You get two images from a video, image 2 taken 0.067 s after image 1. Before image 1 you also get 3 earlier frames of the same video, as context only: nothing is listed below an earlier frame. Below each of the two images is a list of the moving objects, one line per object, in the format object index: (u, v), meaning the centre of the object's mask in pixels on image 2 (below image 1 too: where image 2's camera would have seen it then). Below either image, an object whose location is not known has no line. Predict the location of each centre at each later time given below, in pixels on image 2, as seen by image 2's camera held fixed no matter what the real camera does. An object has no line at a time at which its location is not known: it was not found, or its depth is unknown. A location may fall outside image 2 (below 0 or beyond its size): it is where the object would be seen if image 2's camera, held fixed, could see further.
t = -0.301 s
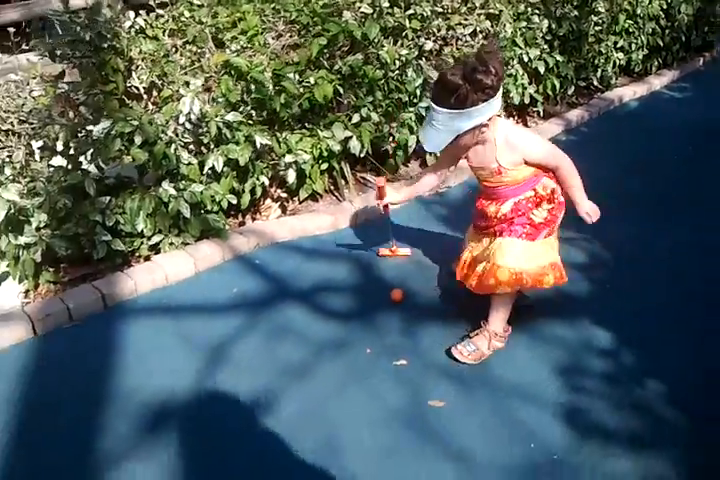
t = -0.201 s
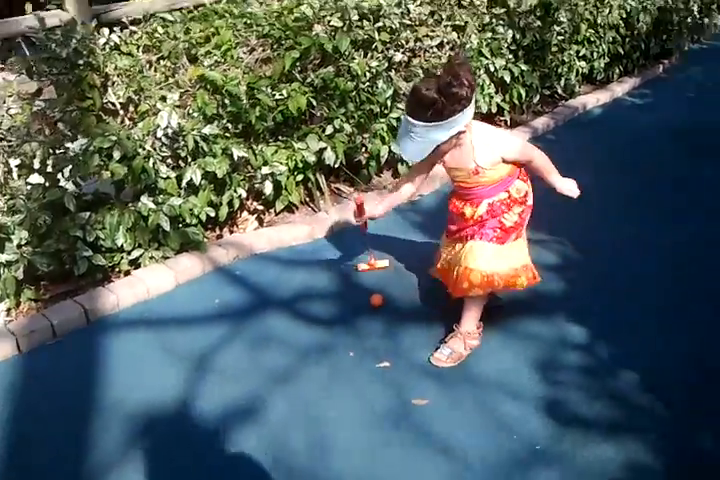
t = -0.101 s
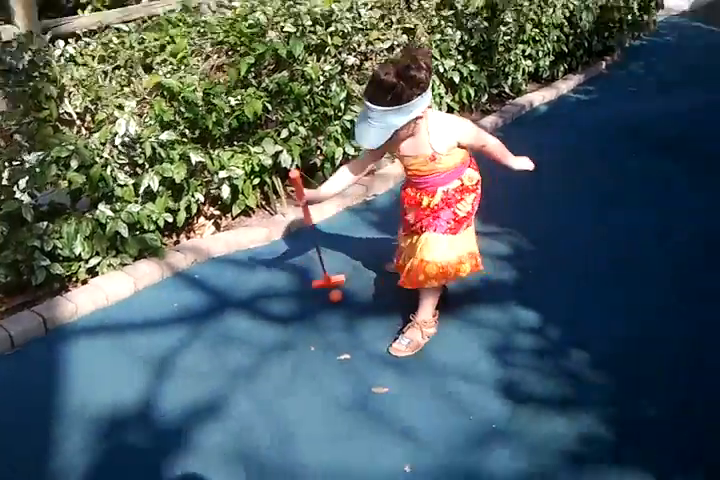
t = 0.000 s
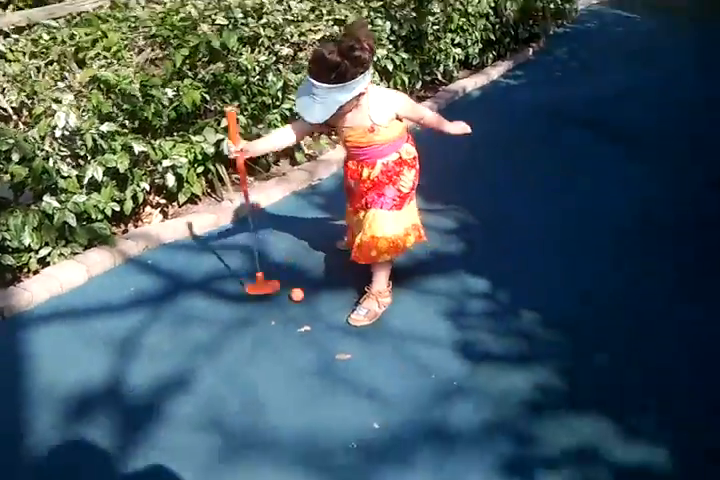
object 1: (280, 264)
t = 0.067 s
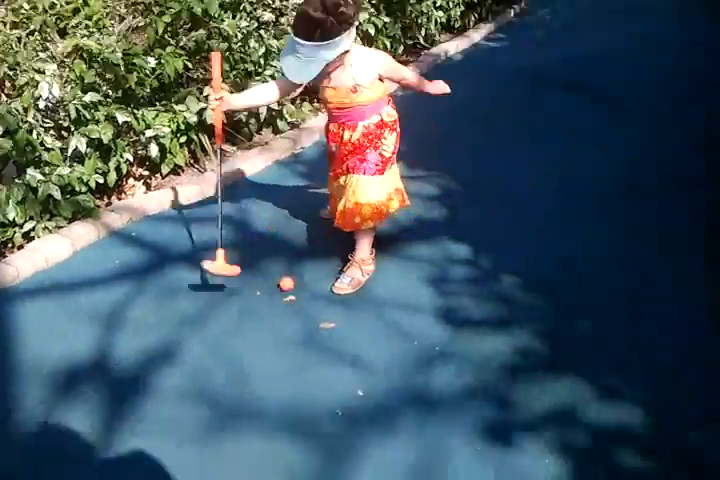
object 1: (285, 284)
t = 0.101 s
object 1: (287, 296)
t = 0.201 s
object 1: (295, 329)
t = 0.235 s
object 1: (298, 340)
